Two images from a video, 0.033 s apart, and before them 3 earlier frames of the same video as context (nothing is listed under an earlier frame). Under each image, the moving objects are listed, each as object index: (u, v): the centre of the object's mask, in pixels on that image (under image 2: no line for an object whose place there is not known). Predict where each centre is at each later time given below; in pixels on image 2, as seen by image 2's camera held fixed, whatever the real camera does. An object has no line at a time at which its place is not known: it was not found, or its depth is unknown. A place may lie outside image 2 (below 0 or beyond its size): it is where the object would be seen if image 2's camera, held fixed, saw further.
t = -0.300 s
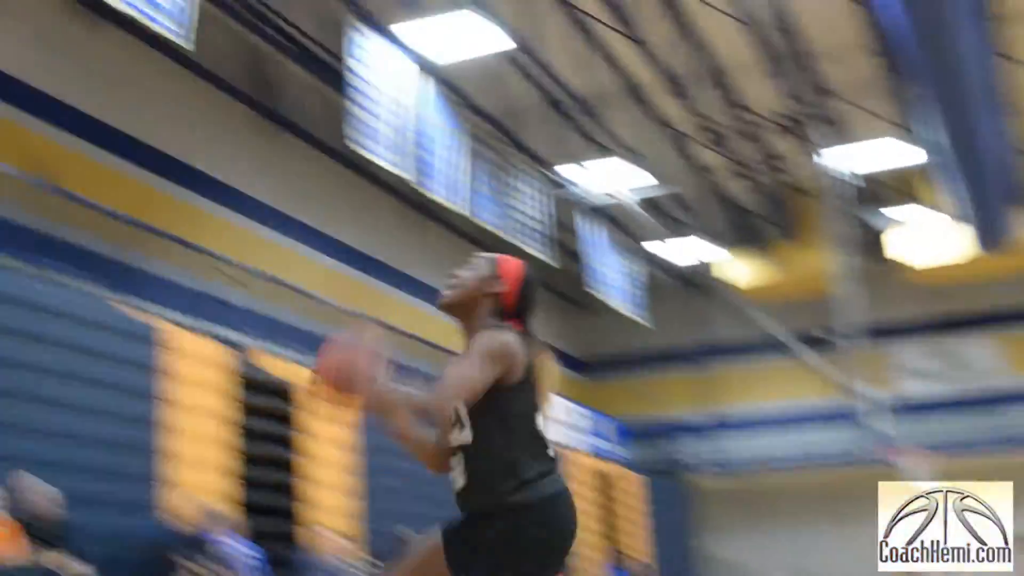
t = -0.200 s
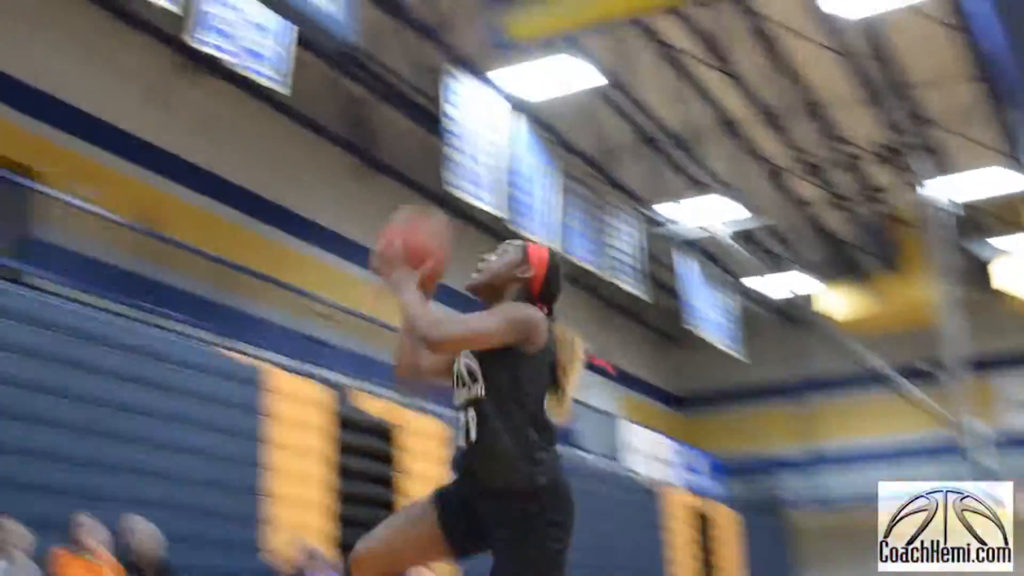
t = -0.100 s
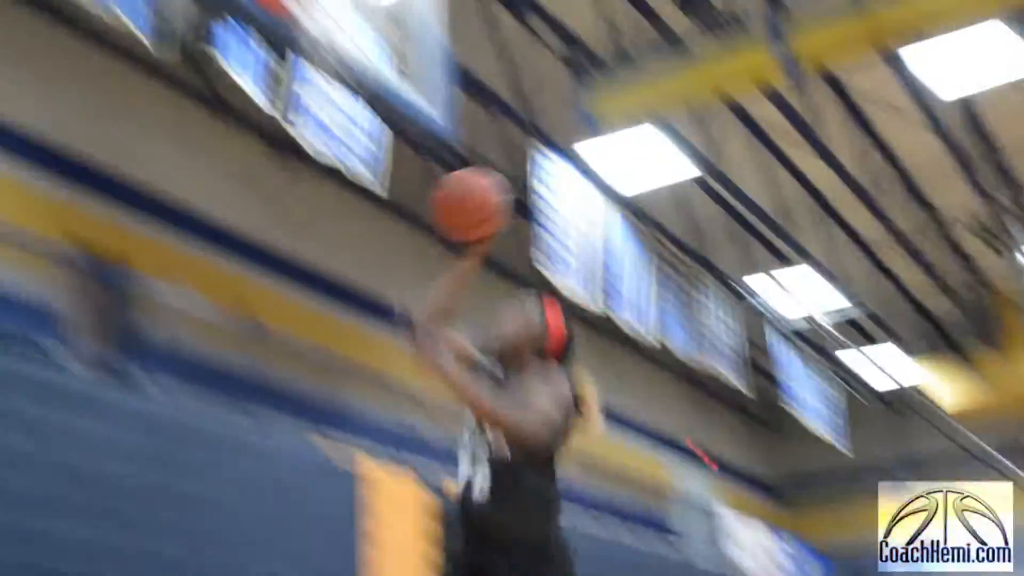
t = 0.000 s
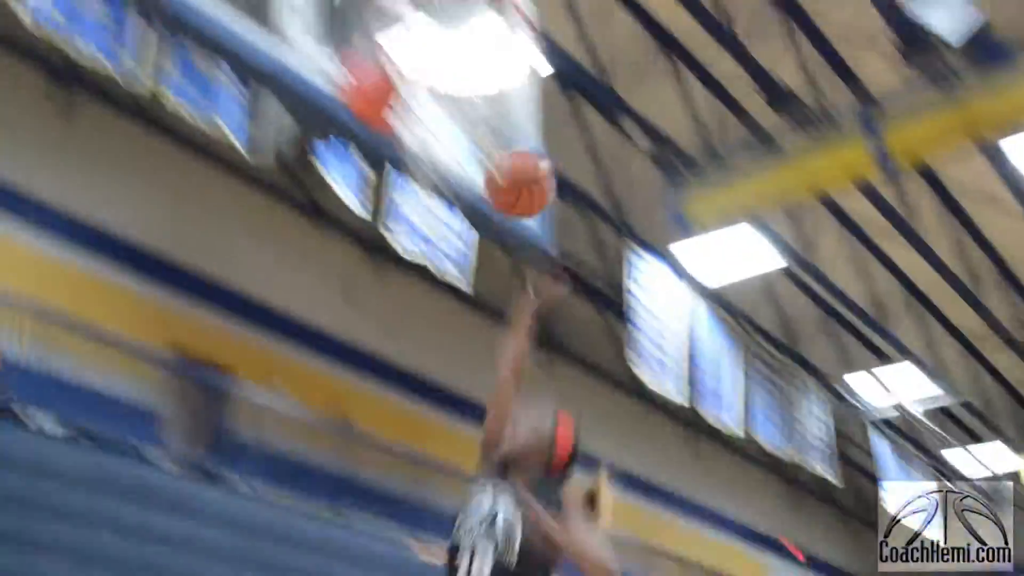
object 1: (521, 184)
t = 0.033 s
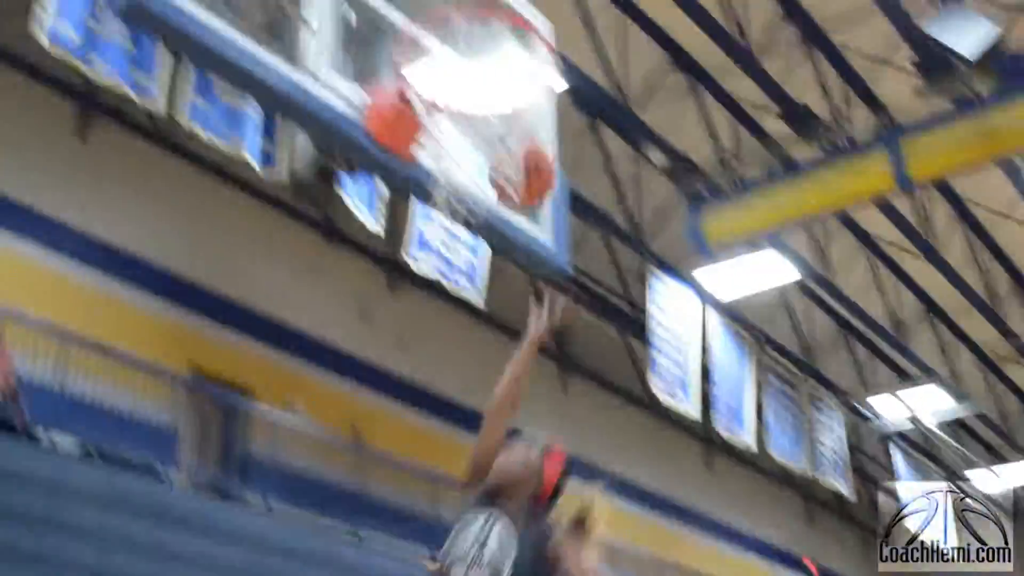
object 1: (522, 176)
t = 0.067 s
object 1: (506, 146)
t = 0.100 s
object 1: (493, 119)
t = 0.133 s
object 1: (479, 94)
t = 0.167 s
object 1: (466, 73)
